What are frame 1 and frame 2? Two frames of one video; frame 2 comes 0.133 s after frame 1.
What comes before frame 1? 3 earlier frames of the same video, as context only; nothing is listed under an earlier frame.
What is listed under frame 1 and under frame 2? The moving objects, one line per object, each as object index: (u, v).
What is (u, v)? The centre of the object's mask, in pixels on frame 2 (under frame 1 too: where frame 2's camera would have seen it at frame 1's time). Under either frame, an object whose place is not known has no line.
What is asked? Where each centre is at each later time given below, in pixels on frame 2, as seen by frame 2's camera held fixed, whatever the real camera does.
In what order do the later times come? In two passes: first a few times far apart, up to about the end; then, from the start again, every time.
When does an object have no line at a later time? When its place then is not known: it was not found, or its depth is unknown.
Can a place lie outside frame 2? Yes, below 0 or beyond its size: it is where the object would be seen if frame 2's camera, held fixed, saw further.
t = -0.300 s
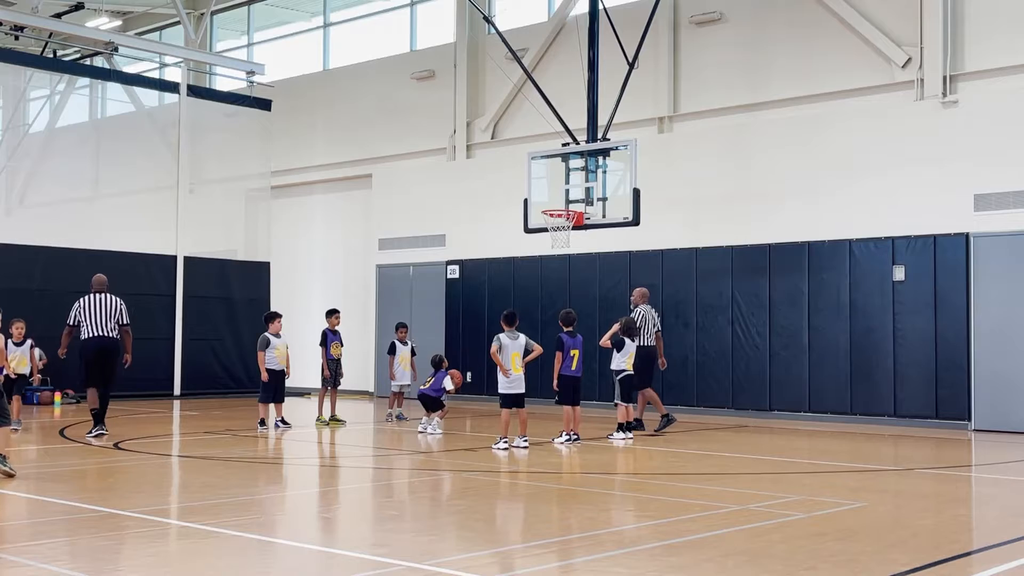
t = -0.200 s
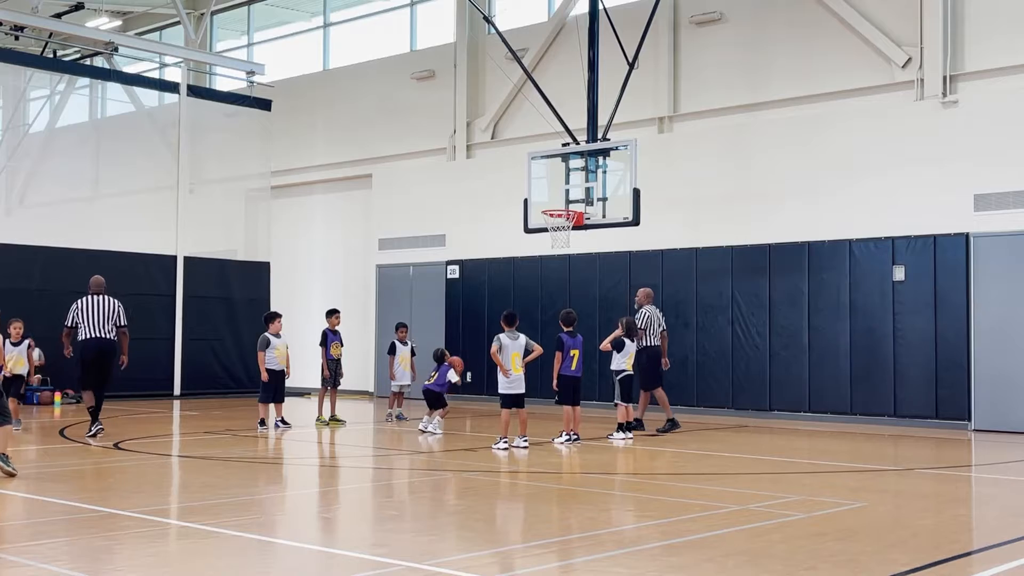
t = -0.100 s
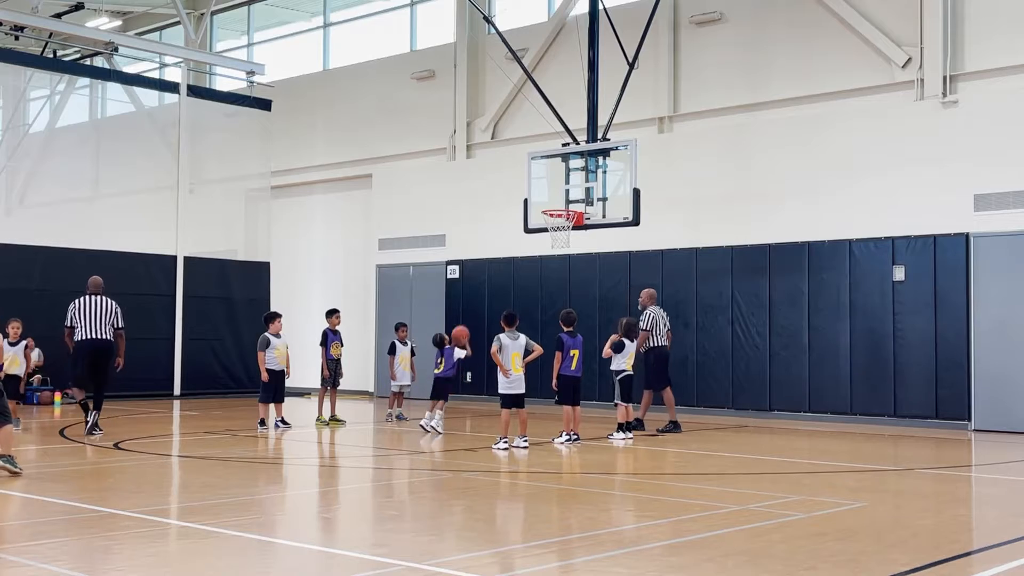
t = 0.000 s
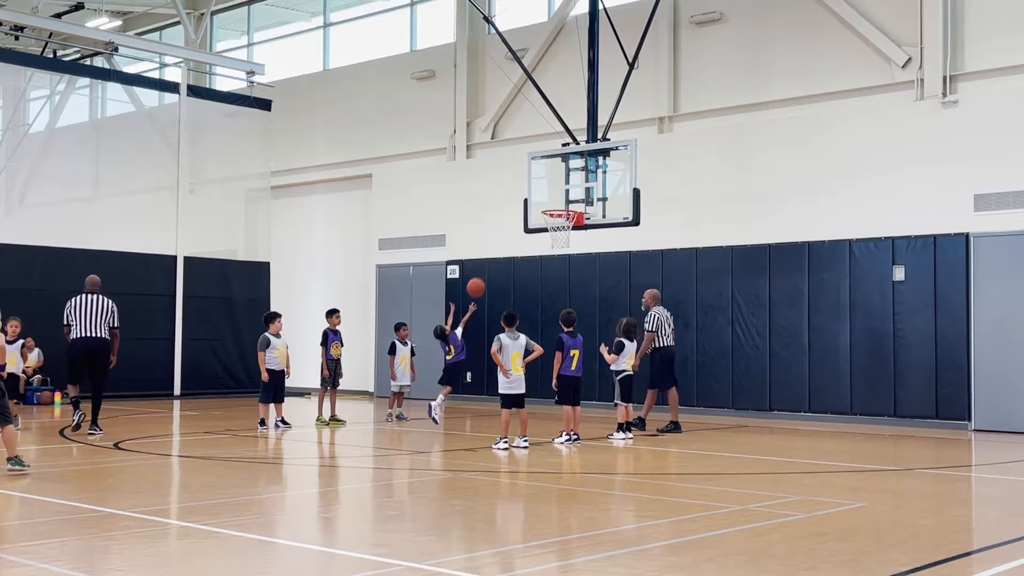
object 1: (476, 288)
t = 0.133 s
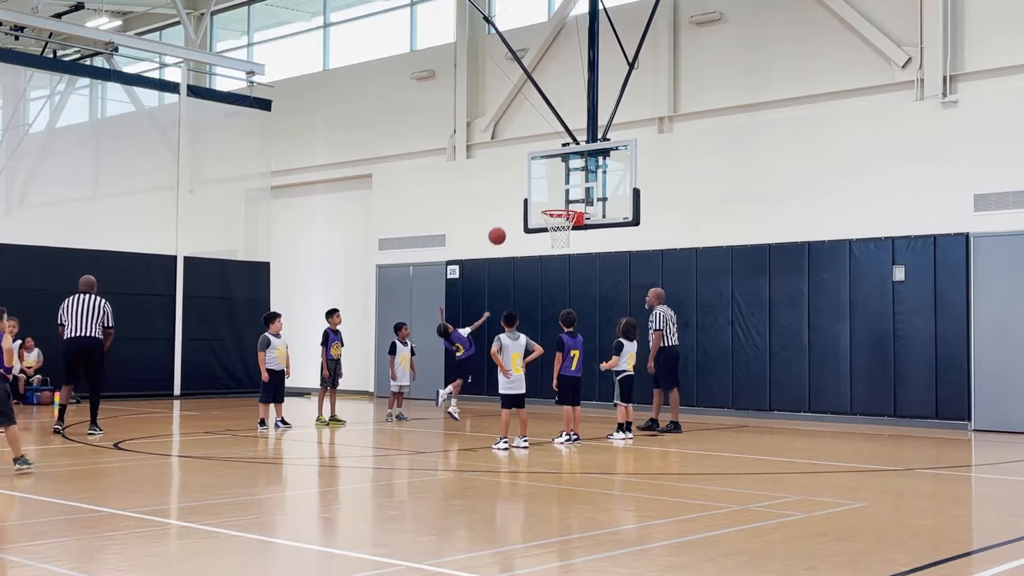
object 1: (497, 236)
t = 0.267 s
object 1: (516, 200)
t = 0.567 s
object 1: (557, 175)
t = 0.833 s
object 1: (563, 201)
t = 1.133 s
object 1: (550, 232)
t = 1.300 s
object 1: (555, 254)
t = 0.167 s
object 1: (502, 225)
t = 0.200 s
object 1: (507, 216)
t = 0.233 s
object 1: (512, 208)
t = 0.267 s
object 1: (516, 200)
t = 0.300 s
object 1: (522, 194)
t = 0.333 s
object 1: (526, 188)
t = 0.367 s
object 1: (531, 184)
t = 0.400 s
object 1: (535, 180)
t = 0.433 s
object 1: (540, 177)
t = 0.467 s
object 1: (545, 175)
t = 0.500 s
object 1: (549, 174)
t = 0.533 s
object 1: (553, 174)
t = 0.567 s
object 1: (557, 175)
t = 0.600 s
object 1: (561, 176)
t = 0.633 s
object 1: (566, 179)
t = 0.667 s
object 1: (570, 182)
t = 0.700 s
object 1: (574, 186)
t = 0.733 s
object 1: (574, 189)
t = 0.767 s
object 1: (570, 193)
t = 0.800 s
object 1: (567, 196)
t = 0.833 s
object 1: (563, 201)
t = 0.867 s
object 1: (559, 204)
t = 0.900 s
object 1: (555, 213)
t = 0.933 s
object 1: (551, 220)
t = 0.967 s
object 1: (549, 223)
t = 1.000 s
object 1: (549, 226)
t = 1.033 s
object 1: (549, 227)
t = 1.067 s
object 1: (549, 228)
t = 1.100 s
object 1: (550, 230)
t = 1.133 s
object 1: (550, 232)
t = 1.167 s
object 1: (551, 235)
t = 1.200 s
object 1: (552, 237)
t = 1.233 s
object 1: (552, 246)
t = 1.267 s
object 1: (554, 249)
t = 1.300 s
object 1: (555, 254)
